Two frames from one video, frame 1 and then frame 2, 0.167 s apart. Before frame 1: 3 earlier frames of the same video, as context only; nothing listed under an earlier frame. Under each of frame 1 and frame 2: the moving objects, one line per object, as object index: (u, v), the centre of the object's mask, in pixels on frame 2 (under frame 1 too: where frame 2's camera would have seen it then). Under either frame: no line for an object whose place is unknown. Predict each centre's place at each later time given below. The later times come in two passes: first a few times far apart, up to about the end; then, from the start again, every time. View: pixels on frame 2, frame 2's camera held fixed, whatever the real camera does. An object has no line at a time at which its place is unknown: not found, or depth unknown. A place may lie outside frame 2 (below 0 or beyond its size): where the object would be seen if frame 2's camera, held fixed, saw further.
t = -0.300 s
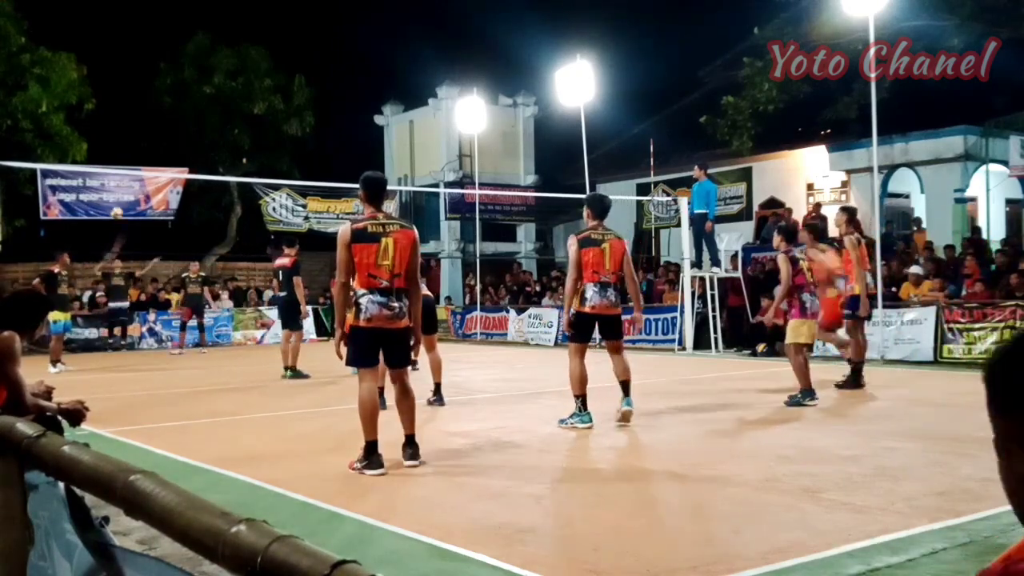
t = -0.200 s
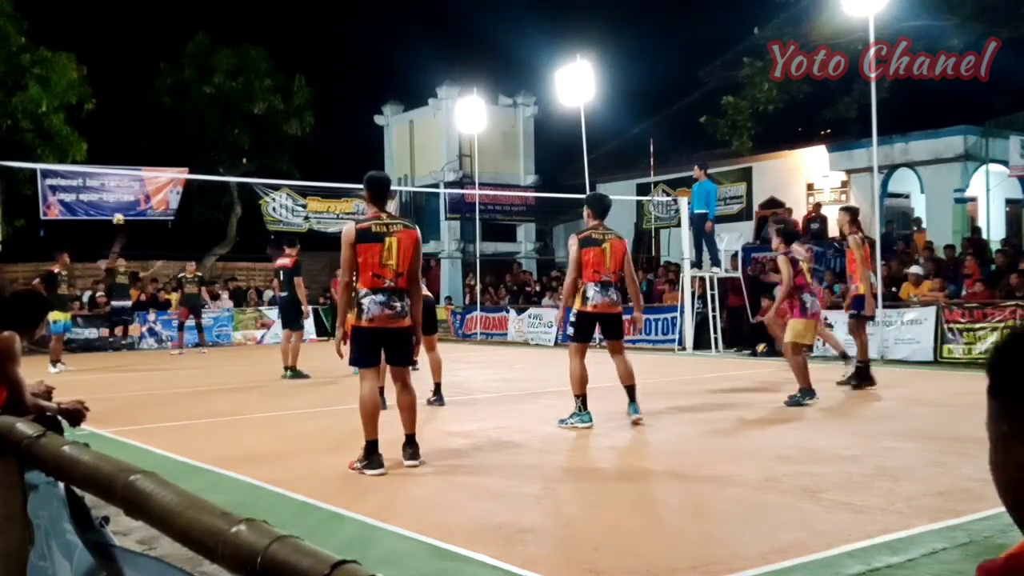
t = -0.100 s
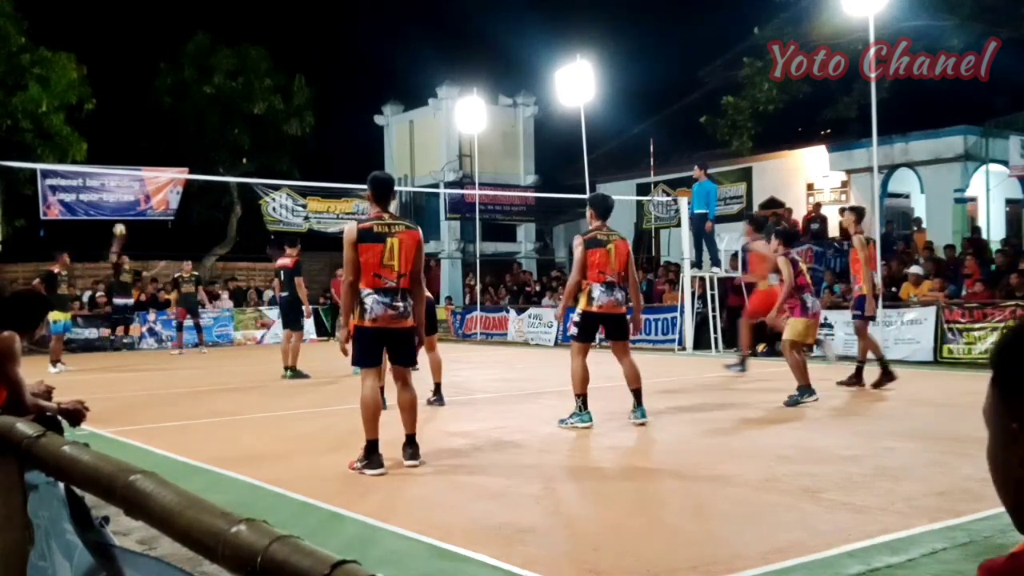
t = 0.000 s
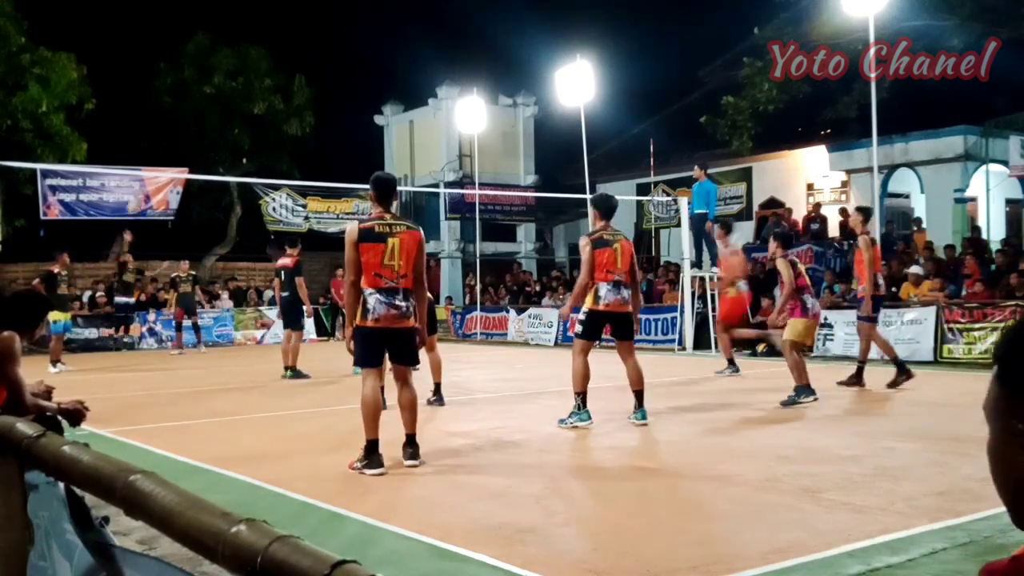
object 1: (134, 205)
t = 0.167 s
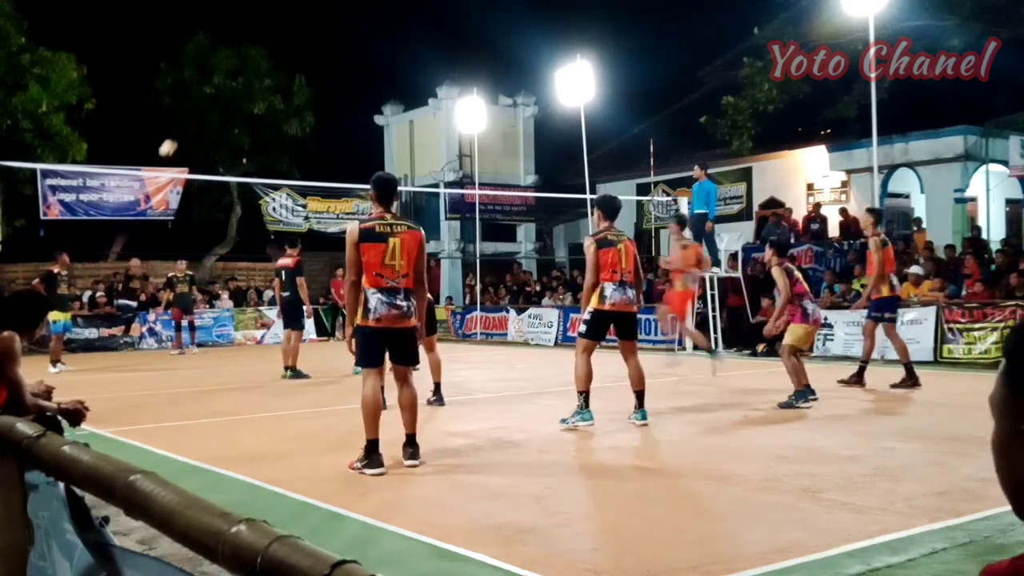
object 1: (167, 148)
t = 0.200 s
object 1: (175, 137)
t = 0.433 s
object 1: (237, 66)
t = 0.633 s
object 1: (301, 18)
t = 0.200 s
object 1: (175, 137)
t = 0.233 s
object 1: (183, 126)
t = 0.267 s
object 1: (191, 116)
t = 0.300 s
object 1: (200, 106)
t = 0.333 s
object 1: (208, 95)
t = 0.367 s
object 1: (218, 85)
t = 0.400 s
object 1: (227, 76)
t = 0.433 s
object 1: (237, 66)
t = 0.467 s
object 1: (247, 57)
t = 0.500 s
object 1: (257, 48)
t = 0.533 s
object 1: (268, 40)
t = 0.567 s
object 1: (279, 31)
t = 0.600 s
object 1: (289, 24)
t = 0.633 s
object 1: (301, 18)
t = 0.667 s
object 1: (312, 11)
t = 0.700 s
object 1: (323, 7)
